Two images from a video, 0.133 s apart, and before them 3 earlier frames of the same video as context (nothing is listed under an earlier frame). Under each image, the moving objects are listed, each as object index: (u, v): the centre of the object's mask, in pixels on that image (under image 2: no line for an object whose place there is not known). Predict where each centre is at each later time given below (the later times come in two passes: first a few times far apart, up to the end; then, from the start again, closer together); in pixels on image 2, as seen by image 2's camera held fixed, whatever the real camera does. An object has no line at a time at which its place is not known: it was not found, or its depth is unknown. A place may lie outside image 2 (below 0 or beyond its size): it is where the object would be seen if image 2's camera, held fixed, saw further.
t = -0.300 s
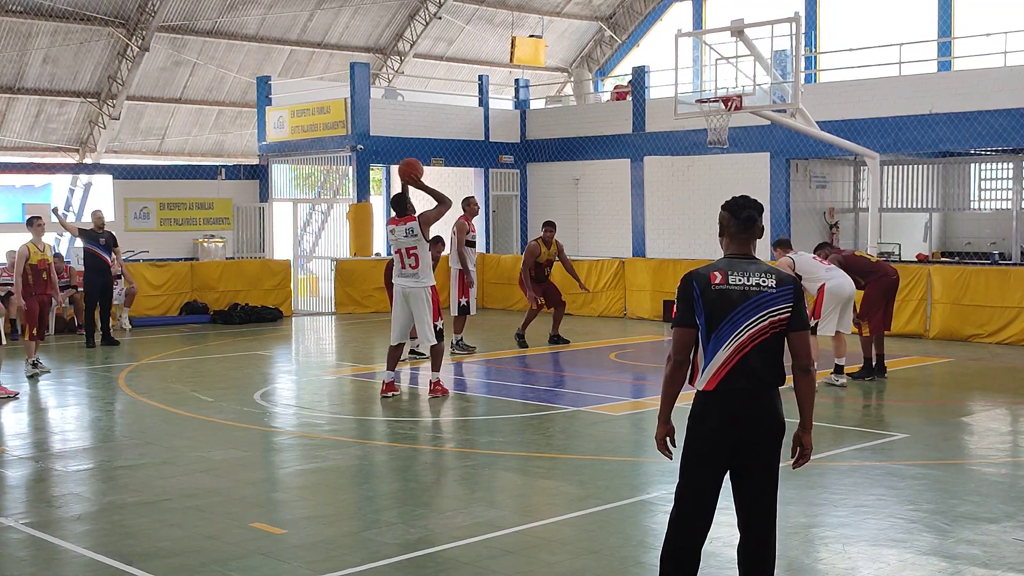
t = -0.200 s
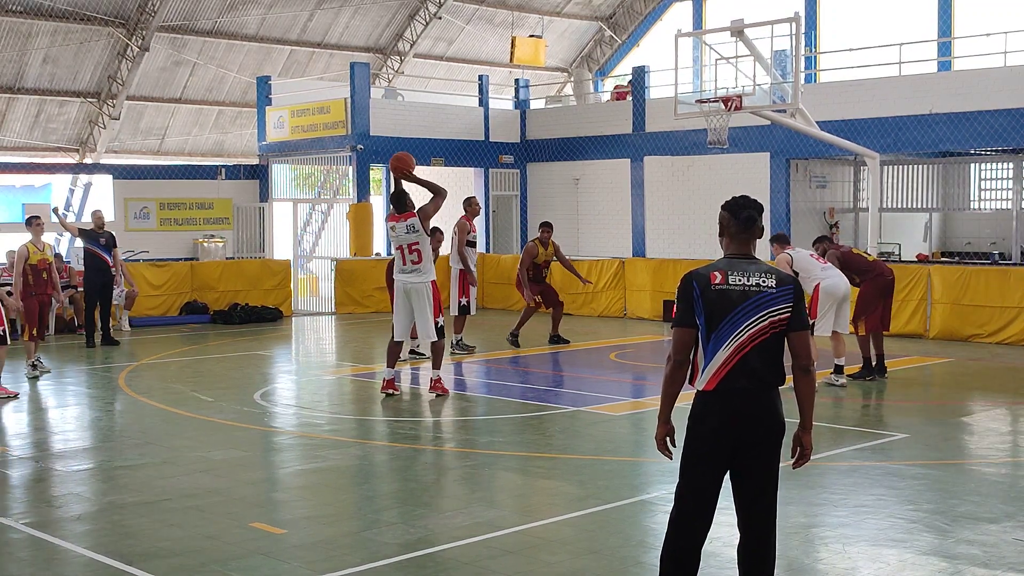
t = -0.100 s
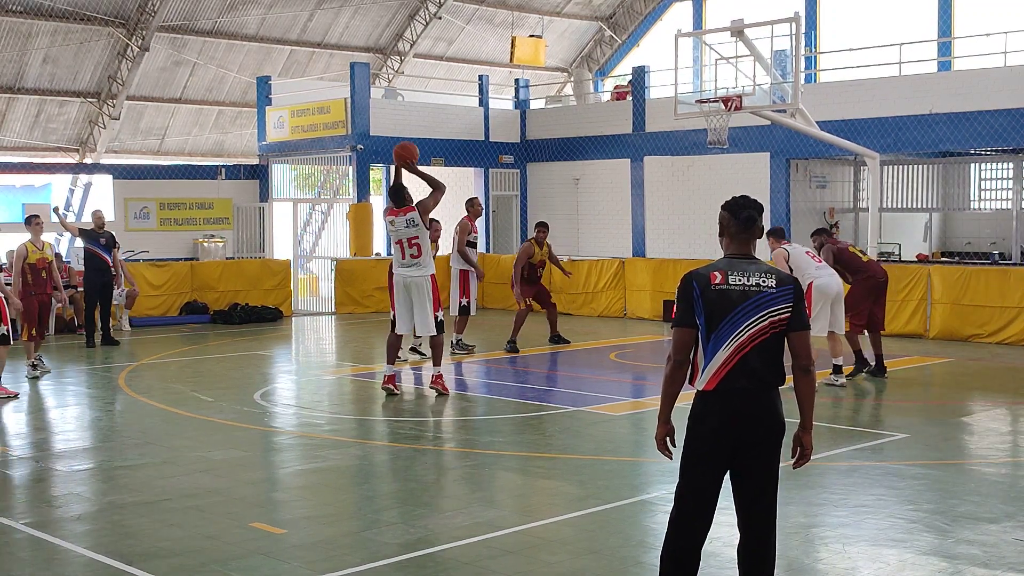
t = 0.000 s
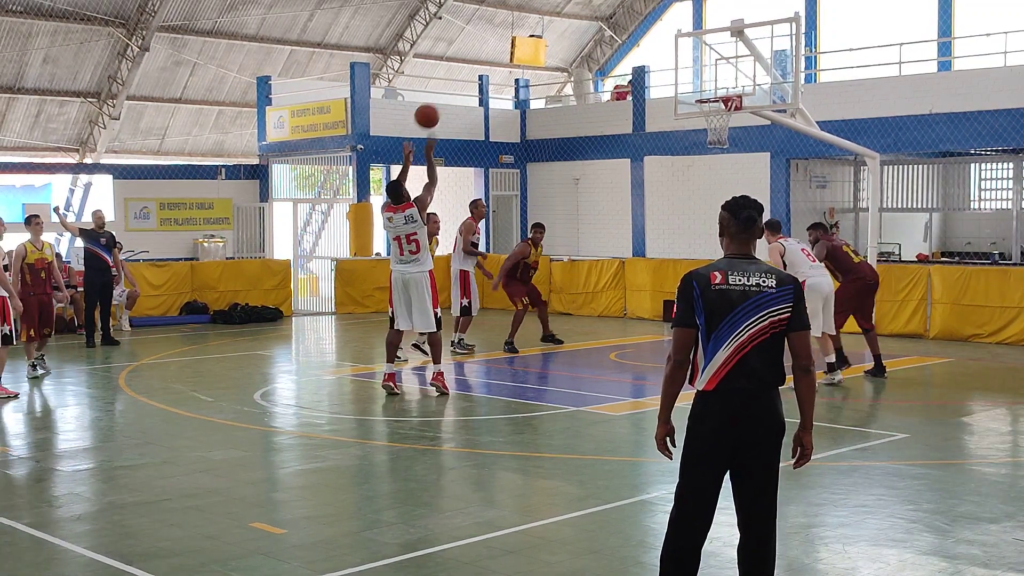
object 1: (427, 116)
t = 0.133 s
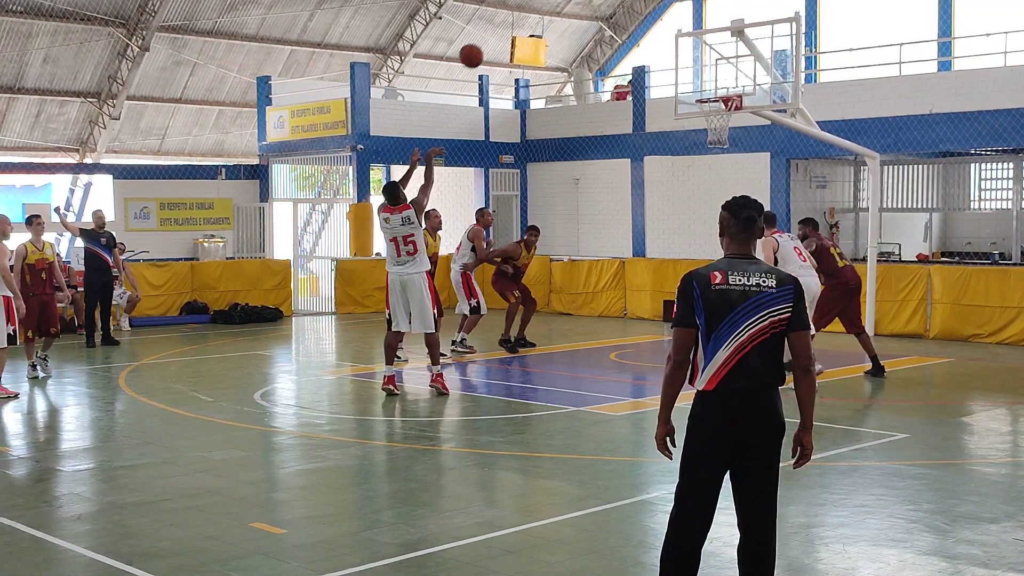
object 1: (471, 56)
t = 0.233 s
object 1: (502, 24)
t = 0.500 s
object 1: (579, 2)
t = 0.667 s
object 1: (622, 8)
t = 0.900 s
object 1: (678, 64)
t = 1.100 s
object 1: (684, 77)
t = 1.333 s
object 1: (666, 81)
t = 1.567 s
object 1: (647, 129)
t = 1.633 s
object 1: (642, 150)
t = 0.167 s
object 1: (482, 44)
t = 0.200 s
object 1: (492, 33)
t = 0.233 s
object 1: (502, 24)
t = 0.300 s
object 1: (523, 10)
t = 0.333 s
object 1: (533, 7)
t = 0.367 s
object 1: (542, 5)
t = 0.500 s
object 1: (579, 2)
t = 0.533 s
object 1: (588, 2)
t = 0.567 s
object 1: (597, 3)
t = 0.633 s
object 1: (614, 6)
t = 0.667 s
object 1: (622, 8)
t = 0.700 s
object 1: (631, 12)
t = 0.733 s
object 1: (639, 19)
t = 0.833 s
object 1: (662, 44)
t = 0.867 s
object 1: (670, 54)
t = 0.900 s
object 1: (678, 64)
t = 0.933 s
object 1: (685, 76)
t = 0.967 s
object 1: (692, 89)
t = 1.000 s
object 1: (692, 89)
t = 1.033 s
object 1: (690, 84)
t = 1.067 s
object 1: (687, 80)
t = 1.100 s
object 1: (684, 77)
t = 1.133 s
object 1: (682, 75)
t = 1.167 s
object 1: (679, 74)
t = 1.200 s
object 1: (676, 73)
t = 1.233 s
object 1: (674, 74)
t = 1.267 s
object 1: (671, 75)
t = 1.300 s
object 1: (668, 77)
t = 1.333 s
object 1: (666, 81)
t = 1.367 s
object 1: (663, 85)
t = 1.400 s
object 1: (660, 91)
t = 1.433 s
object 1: (657, 96)
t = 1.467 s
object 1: (655, 104)
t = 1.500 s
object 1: (652, 111)
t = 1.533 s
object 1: (650, 119)
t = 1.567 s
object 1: (647, 129)
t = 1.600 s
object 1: (645, 139)
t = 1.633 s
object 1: (642, 150)
